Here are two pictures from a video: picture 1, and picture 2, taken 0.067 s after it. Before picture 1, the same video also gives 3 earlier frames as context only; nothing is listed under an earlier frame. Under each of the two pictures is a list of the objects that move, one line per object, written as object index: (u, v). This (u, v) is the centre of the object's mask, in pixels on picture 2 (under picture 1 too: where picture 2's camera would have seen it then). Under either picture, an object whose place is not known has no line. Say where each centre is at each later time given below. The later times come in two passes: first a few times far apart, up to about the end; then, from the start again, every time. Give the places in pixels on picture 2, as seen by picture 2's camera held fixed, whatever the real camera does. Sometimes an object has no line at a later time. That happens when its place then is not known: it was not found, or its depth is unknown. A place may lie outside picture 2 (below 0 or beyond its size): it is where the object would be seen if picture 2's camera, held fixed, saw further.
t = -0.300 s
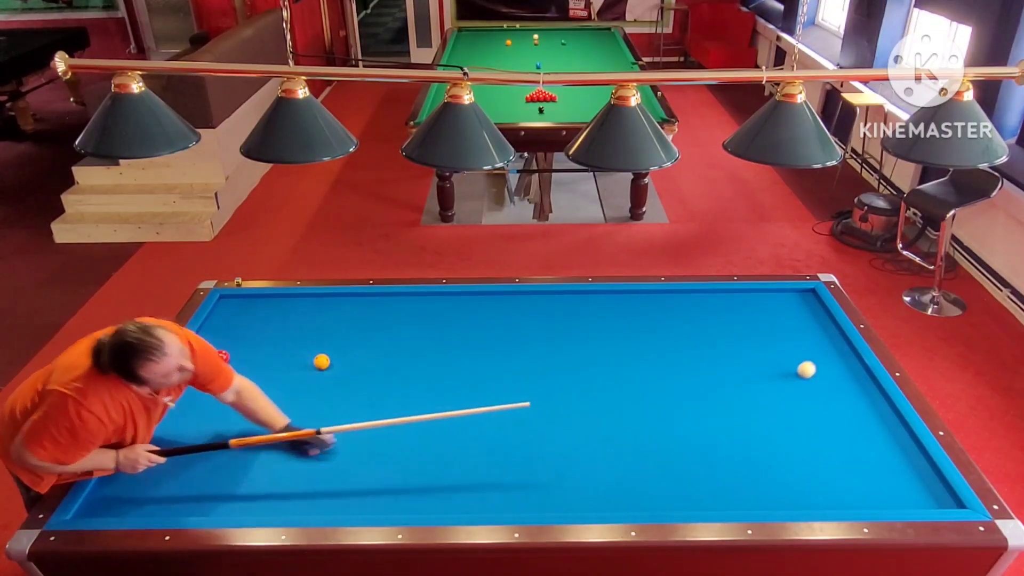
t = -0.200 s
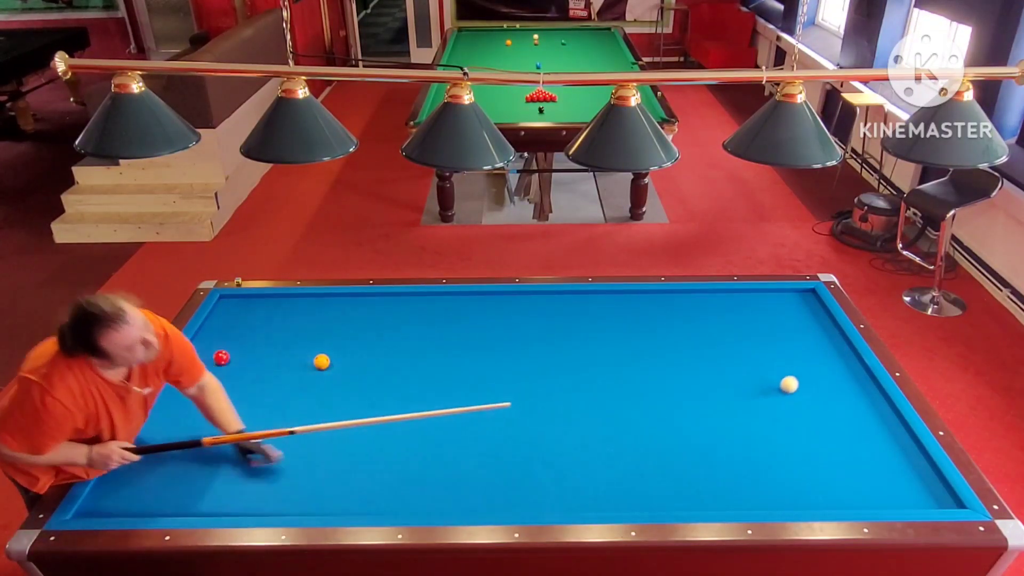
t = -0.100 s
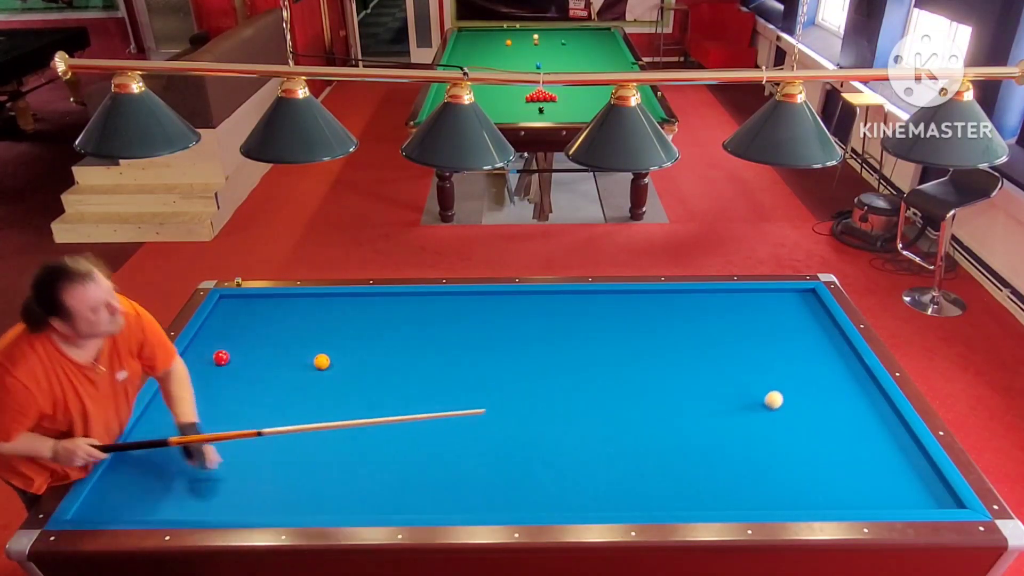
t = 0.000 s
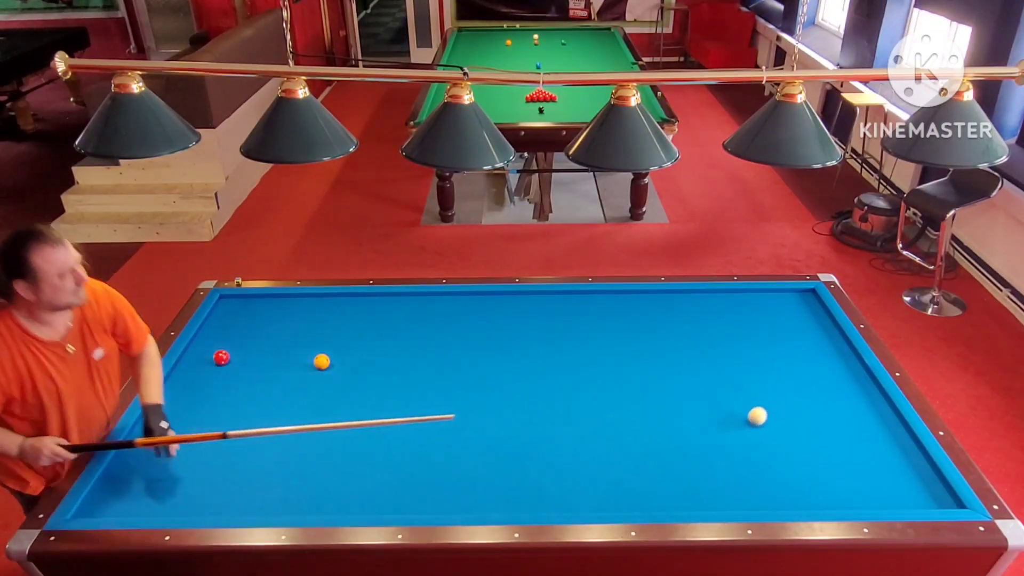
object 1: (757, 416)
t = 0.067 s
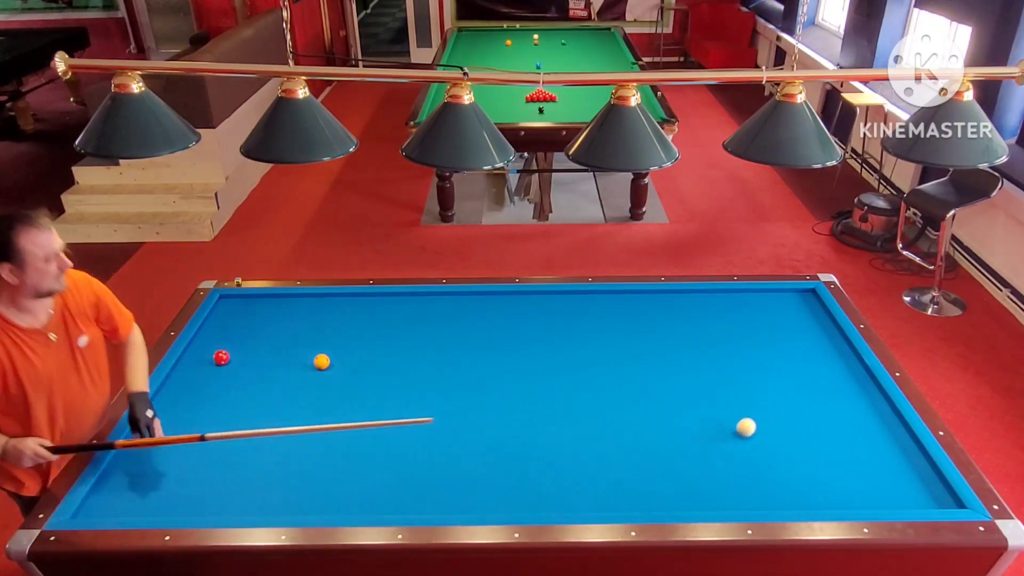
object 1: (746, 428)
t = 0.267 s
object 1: (709, 464)
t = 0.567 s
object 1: (639, 494)
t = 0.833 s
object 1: (568, 465)
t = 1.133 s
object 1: (496, 437)
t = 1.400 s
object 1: (439, 414)
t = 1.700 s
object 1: (381, 390)
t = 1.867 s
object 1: (352, 378)
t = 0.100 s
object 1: (740, 433)
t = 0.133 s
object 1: (734, 439)
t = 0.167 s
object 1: (728, 446)
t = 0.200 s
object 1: (722, 451)
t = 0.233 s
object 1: (715, 458)
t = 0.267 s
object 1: (709, 464)
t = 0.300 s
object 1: (703, 471)
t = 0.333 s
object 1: (696, 477)
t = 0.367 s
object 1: (689, 484)
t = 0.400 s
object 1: (682, 491)
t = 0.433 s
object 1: (675, 498)
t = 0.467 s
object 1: (668, 504)
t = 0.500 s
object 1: (659, 503)
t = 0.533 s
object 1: (649, 499)
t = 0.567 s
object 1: (639, 494)
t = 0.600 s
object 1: (630, 490)
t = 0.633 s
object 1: (620, 486)
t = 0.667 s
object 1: (611, 482)
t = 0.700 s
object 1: (603, 479)
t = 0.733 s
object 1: (594, 476)
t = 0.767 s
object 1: (585, 472)
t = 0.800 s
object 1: (576, 469)
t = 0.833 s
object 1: (568, 465)
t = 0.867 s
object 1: (560, 462)
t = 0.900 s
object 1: (551, 459)
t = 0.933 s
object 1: (543, 455)
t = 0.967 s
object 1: (535, 452)
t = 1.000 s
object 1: (527, 449)
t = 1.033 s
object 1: (519, 446)
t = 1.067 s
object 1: (512, 443)
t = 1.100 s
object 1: (504, 440)
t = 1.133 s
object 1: (496, 437)
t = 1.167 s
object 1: (489, 434)
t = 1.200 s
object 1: (482, 431)
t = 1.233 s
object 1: (474, 428)
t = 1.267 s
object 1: (467, 425)
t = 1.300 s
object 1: (460, 422)
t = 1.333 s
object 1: (453, 419)
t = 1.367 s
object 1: (446, 417)
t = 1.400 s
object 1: (439, 414)
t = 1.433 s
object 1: (432, 411)
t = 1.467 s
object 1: (426, 408)
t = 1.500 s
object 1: (419, 406)
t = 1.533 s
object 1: (413, 403)
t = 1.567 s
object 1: (406, 400)
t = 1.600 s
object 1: (400, 398)
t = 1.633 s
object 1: (394, 395)
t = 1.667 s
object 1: (387, 393)
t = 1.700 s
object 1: (381, 390)
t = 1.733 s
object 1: (375, 388)
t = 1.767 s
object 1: (369, 385)
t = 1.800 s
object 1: (363, 383)
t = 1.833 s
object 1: (358, 381)
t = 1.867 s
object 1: (352, 378)
